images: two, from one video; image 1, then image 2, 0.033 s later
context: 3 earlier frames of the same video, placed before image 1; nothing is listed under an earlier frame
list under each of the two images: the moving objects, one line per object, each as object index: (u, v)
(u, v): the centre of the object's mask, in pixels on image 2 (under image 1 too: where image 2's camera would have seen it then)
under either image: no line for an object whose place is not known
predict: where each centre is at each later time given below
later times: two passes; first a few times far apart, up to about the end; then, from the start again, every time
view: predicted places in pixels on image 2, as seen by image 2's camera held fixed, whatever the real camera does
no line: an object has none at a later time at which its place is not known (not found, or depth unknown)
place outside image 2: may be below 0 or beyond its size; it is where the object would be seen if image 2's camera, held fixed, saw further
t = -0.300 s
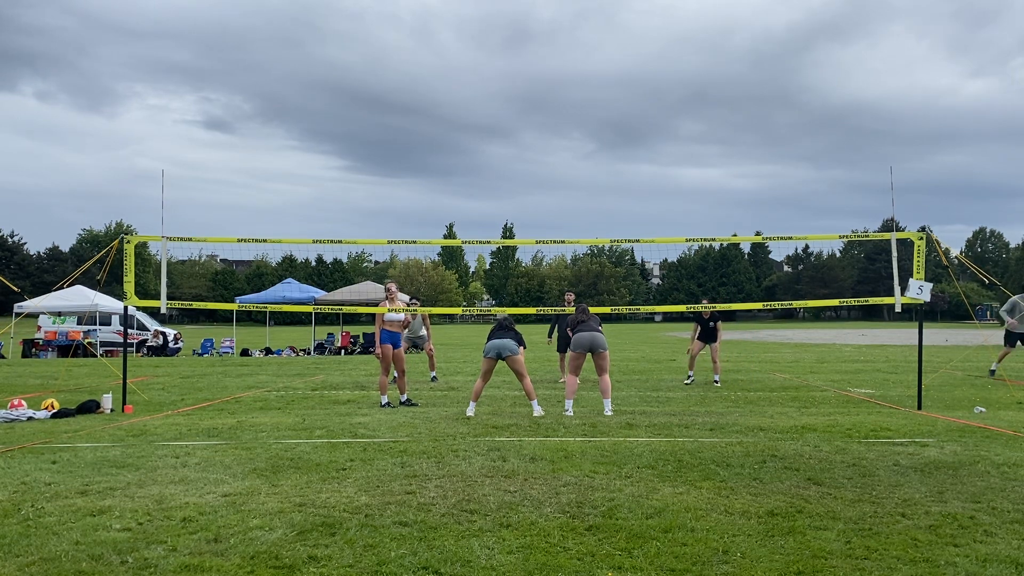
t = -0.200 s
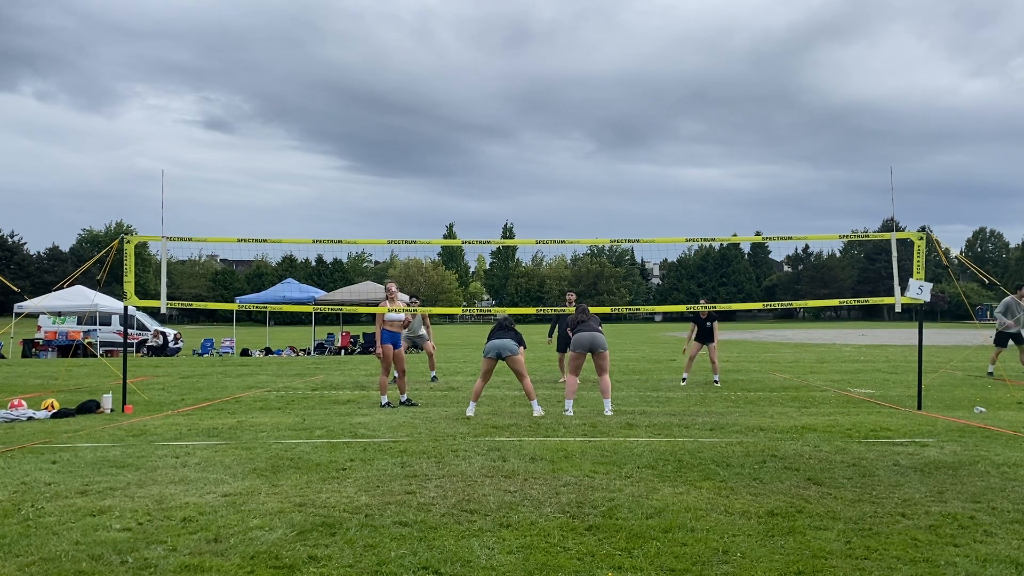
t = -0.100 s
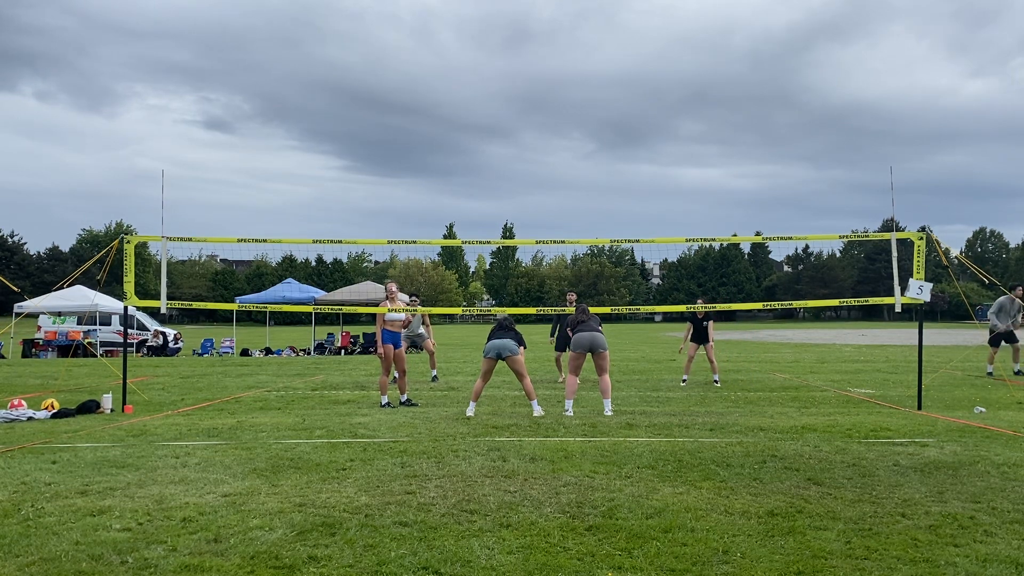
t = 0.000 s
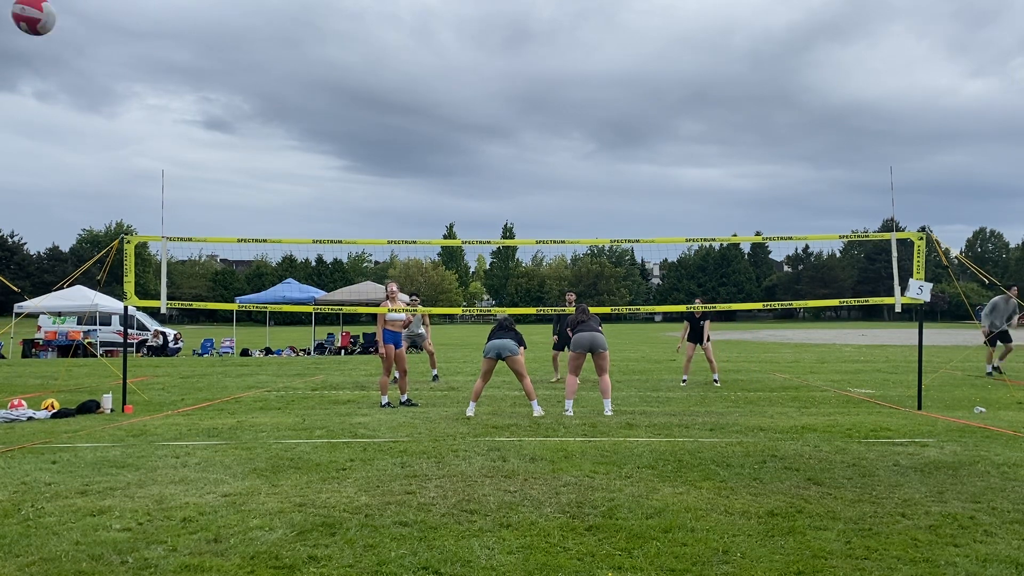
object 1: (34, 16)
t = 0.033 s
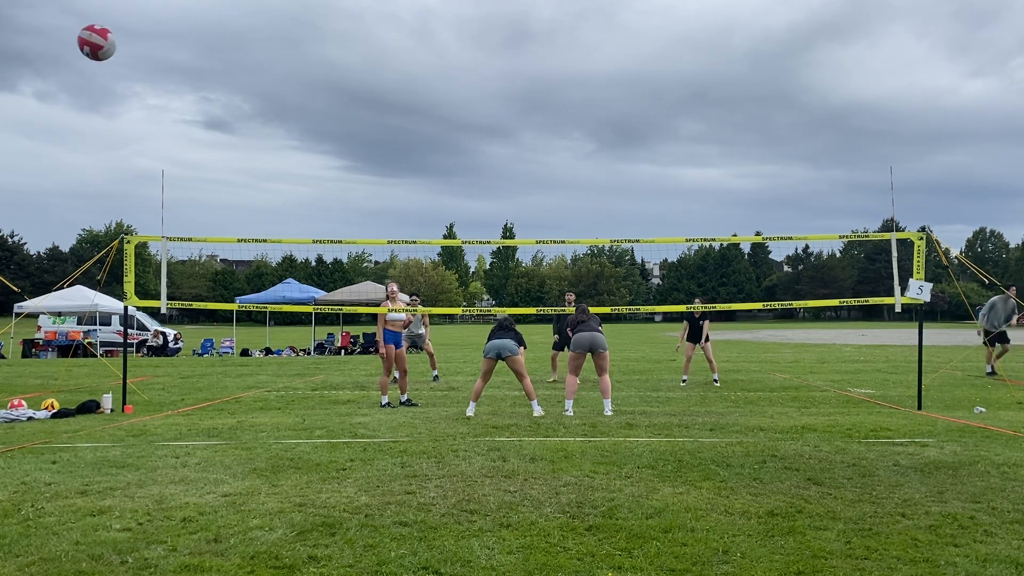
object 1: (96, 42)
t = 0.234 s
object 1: (306, 164)
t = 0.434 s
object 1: (392, 248)
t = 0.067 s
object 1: (147, 67)
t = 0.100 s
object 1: (190, 89)
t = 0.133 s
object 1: (225, 110)
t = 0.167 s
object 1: (256, 129)
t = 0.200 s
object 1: (283, 147)
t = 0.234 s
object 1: (306, 164)
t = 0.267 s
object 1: (326, 180)
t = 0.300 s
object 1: (343, 196)
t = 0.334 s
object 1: (360, 211)
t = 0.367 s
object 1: (373, 226)
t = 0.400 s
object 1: (385, 241)
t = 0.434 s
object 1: (392, 248)
